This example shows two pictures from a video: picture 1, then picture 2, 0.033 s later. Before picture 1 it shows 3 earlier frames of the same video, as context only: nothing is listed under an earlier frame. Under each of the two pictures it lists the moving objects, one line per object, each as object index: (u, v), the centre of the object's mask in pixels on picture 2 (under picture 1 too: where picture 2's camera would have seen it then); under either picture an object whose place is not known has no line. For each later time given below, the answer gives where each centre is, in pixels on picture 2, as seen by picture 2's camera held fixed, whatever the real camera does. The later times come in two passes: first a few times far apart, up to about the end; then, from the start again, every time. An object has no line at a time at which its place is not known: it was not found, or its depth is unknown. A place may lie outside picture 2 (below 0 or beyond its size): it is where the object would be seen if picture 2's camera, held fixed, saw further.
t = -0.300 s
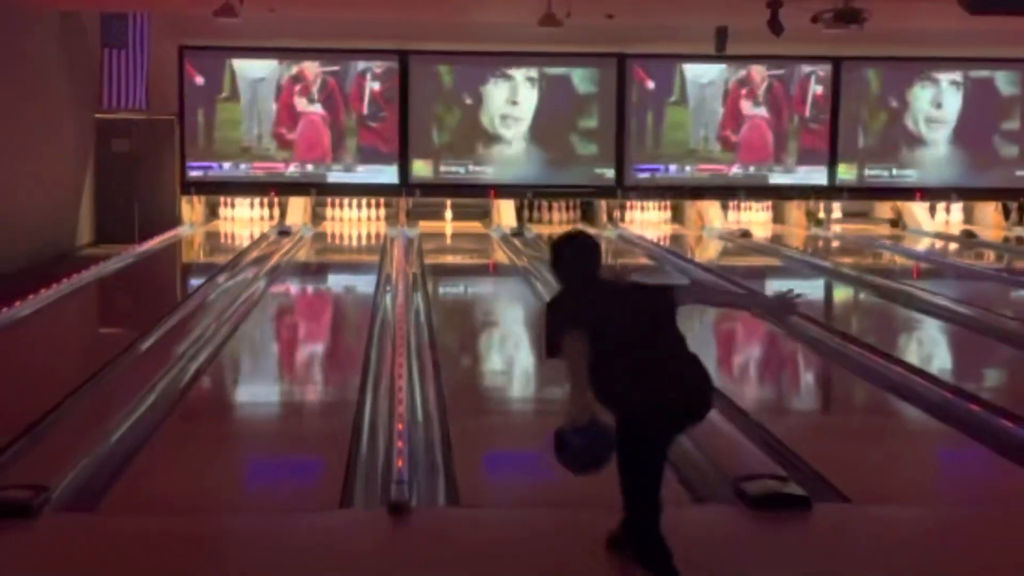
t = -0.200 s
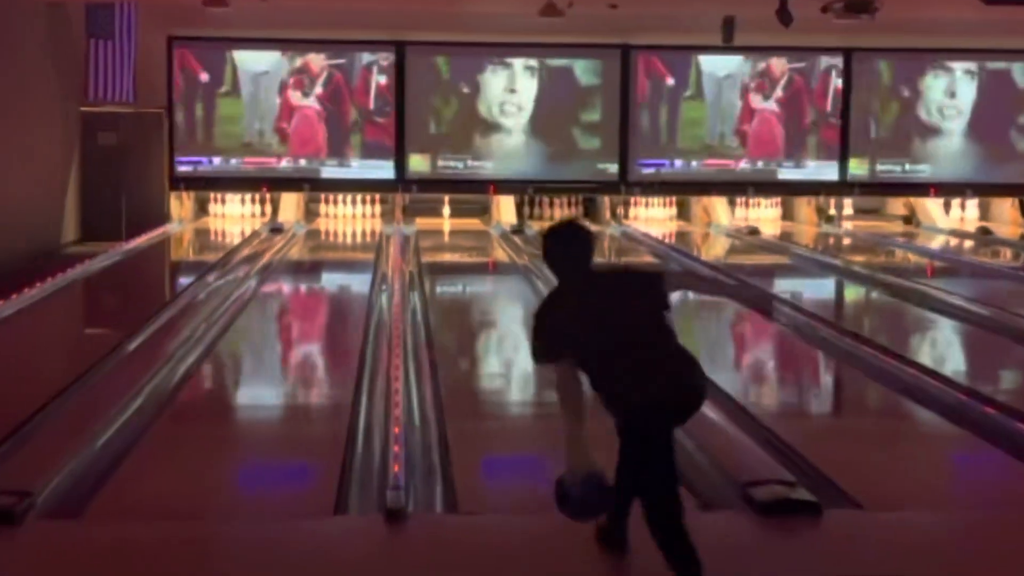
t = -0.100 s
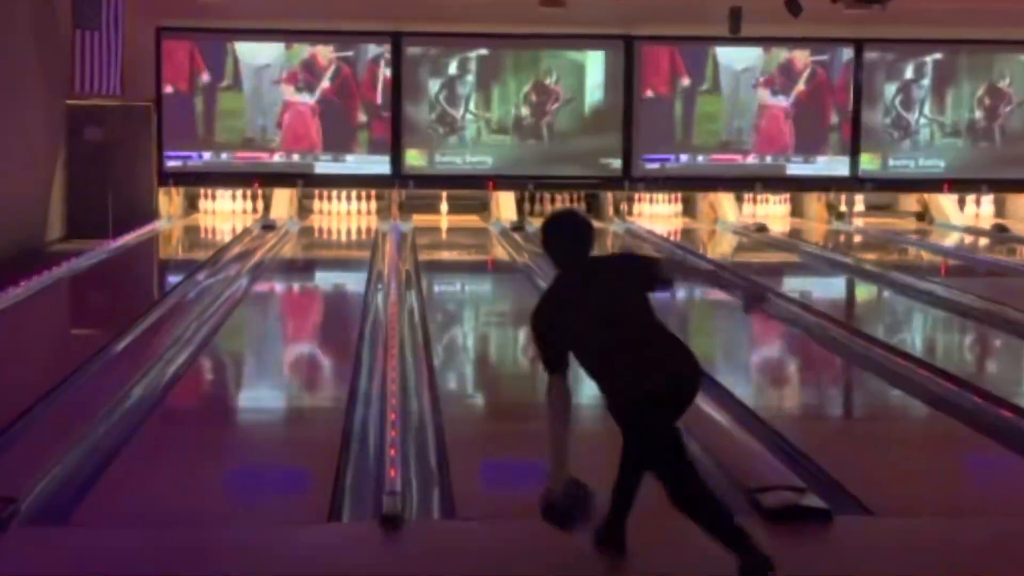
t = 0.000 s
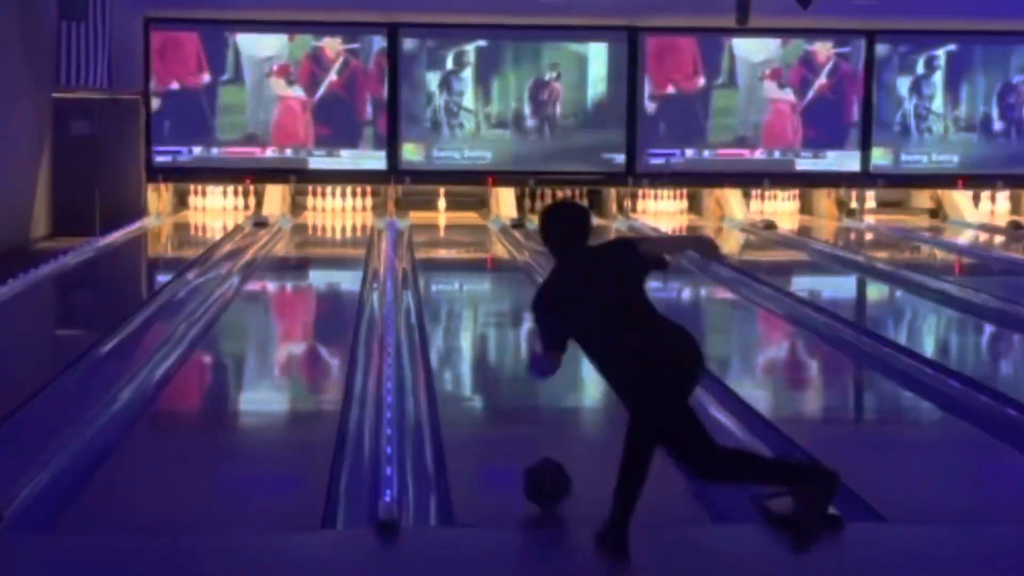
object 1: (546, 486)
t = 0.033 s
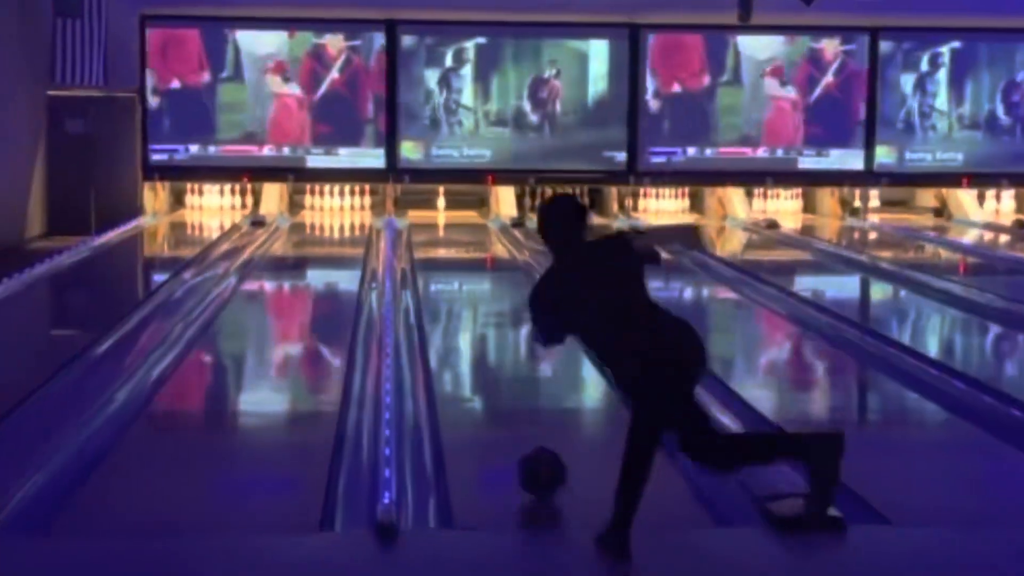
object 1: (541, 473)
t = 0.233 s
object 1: (512, 409)
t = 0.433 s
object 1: (494, 365)
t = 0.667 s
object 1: (478, 327)
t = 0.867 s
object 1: (467, 302)
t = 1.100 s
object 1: (458, 278)
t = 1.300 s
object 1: (452, 262)
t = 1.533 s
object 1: (446, 247)
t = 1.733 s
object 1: (442, 237)
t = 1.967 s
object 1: (439, 225)
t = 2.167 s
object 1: (437, 218)
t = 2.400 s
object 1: (438, 211)
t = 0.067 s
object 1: (534, 461)
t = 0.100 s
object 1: (530, 449)
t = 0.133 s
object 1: (526, 438)
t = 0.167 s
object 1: (523, 428)
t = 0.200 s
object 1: (517, 419)
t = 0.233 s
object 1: (512, 409)
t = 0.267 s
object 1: (509, 402)
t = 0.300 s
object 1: (506, 393)
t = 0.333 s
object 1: (502, 387)
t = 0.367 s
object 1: (498, 378)
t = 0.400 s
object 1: (496, 372)
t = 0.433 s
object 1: (494, 365)
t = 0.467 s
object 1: (491, 359)
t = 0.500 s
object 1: (489, 353)
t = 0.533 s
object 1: (485, 348)
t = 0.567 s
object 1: (483, 342)
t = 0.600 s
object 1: (481, 337)
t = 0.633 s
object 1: (480, 332)
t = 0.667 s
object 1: (478, 327)
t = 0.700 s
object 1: (475, 322)
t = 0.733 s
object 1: (474, 319)
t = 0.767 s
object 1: (473, 314)
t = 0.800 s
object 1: (470, 309)
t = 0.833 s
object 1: (468, 305)
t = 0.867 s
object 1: (467, 302)
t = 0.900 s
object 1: (465, 298)
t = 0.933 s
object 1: (464, 294)
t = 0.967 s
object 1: (462, 291)
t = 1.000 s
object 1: (461, 288)
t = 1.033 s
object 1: (460, 285)
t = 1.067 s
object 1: (459, 281)
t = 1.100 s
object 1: (458, 278)
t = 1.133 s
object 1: (456, 276)
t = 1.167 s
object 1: (455, 274)
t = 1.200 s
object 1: (455, 271)
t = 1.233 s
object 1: (454, 267)
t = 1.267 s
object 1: (452, 265)
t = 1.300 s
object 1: (452, 262)
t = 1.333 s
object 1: (451, 261)
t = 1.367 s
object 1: (450, 259)
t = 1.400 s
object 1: (449, 256)
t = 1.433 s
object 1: (448, 252)
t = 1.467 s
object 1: (447, 251)
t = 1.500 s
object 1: (447, 250)
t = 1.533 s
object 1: (446, 247)
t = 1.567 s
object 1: (445, 245)
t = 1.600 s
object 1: (444, 243)
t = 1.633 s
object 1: (444, 242)
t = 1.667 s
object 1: (443, 240)
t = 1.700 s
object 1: (442, 239)
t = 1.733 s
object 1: (442, 237)
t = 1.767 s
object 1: (442, 237)
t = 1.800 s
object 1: (441, 235)
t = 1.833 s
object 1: (441, 234)
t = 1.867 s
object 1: (440, 231)
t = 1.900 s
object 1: (440, 229)
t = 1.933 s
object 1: (439, 227)
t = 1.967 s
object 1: (439, 225)
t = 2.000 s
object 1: (438, 224)
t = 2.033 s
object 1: (438, 223)
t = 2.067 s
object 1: (438, 222)
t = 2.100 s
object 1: (437, 220)
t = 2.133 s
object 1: (437, 219)
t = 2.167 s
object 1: (437, 218)
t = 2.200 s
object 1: (438, 216)
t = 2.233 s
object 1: (437, 215)
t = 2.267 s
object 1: (438, 214)
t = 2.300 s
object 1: (438, 214)
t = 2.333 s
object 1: (438, 213)
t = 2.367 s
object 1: (438, 212)
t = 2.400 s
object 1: (438, 211)
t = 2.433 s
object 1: (438, 211)
